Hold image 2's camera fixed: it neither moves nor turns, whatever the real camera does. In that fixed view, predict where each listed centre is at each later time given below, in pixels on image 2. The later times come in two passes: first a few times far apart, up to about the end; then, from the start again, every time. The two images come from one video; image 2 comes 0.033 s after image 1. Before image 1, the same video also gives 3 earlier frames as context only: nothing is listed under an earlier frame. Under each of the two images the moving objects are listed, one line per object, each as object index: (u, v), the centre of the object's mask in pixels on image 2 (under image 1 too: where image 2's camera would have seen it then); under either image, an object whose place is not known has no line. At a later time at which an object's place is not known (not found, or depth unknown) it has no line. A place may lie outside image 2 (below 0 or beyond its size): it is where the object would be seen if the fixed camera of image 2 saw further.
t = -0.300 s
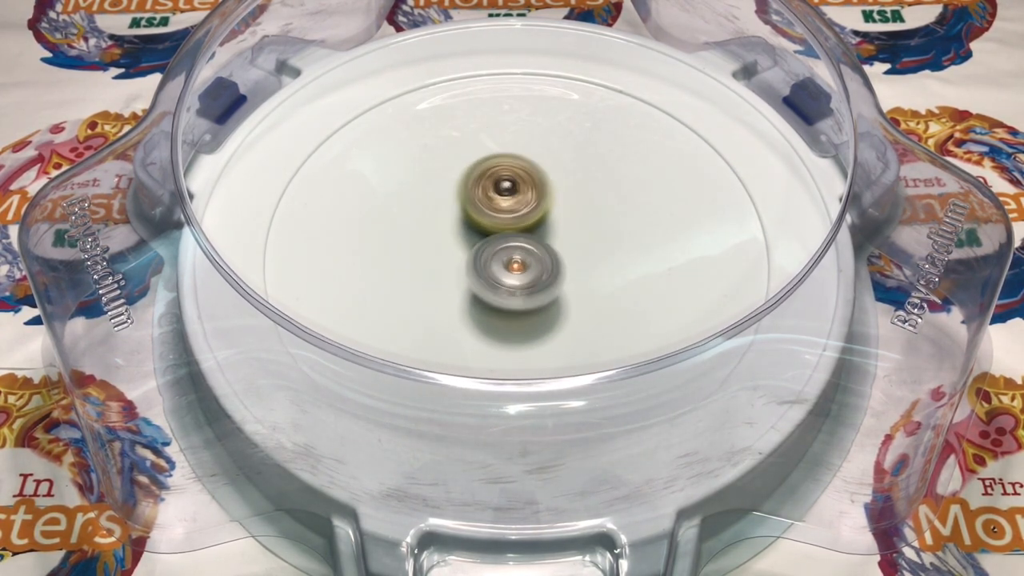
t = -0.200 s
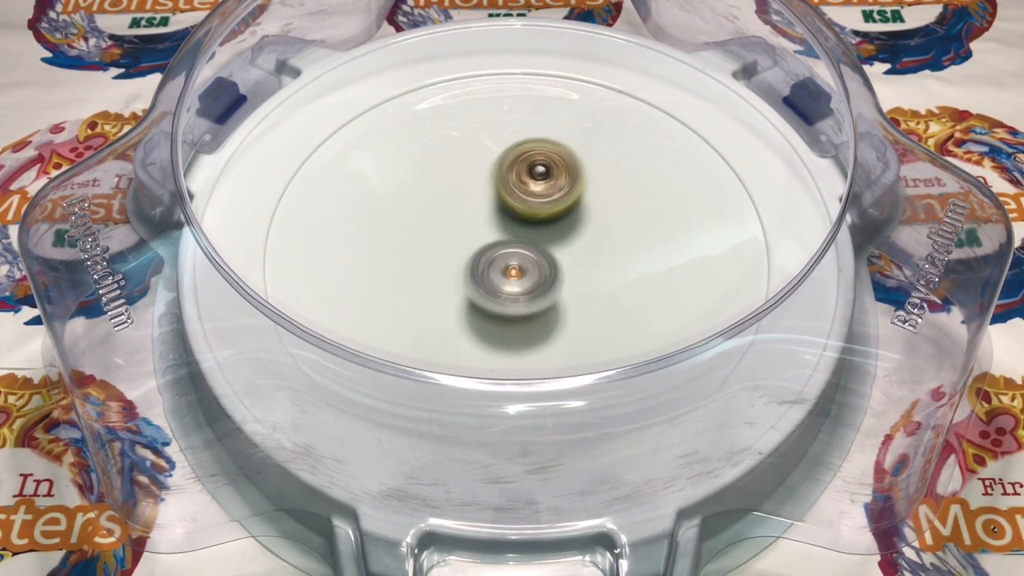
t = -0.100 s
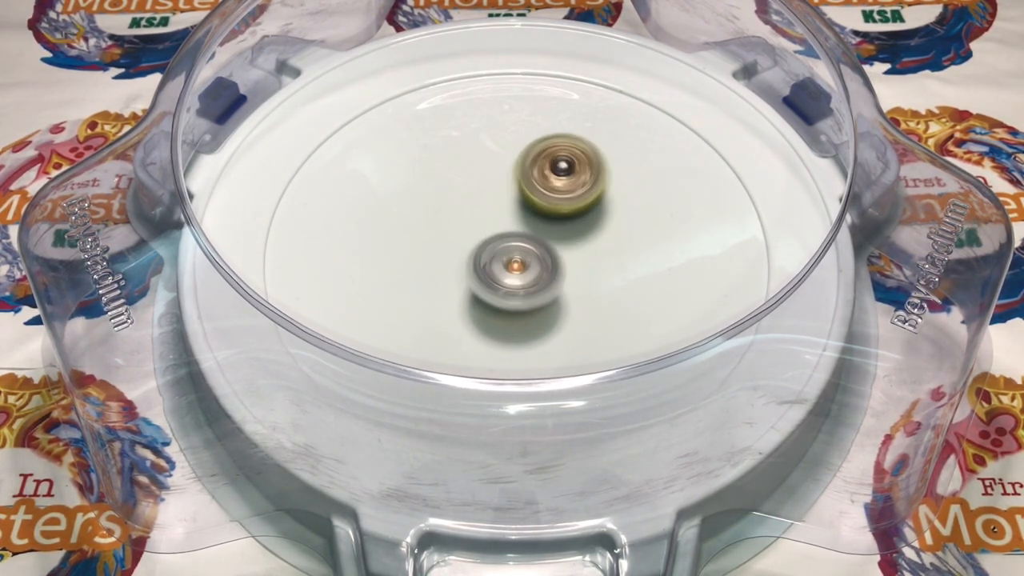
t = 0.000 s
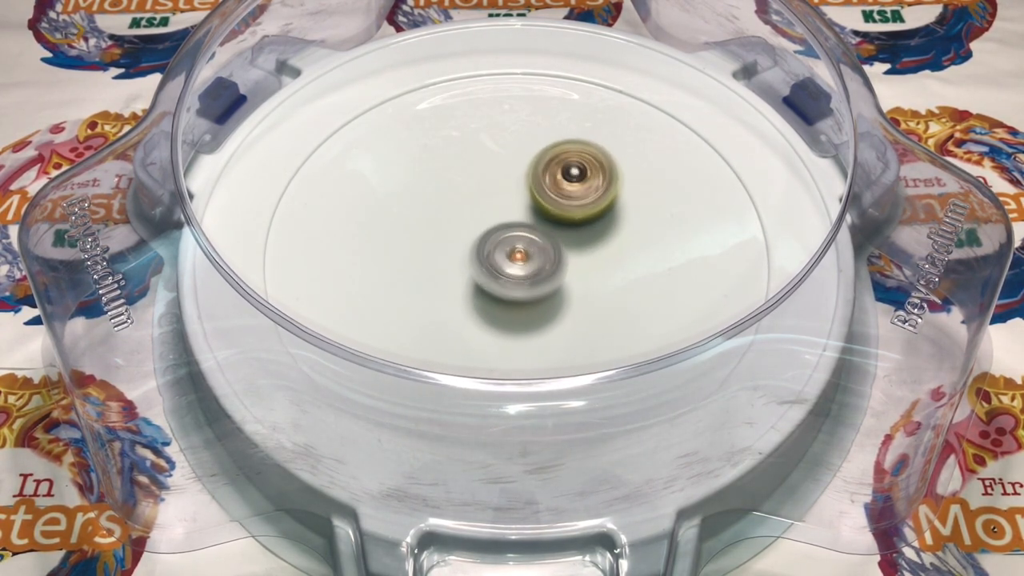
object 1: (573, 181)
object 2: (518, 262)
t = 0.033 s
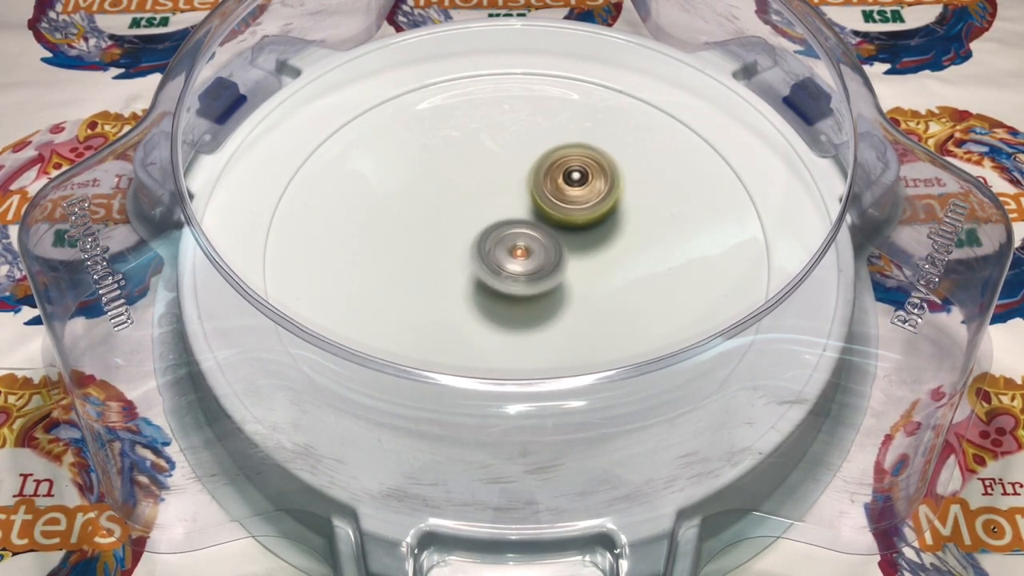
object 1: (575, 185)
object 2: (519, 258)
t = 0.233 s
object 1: (579, 189)
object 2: (499, 254)
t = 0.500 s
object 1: (581, 205)
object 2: (485, 249)
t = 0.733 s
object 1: (581, 240)
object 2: (475, 243)
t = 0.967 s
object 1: (576, 249)
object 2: (475, 234)
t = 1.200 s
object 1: (571, 272)
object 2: (475, 217)
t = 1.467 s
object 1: (554, 287)
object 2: (469, 169)
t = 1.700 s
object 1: (506, 262)
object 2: (484, 166)
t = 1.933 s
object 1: (461, 257)
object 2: (523, 169)
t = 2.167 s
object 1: (456, 234)
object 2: (549, 201)
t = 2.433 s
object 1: (388, 222)
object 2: (628, 243)
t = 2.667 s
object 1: (456, 231)
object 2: (589, 267)
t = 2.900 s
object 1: (525, 164)
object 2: (541, 301)
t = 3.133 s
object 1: (568, 133)
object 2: (491, 278)
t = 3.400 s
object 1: (600, 170)
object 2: (461, 220)
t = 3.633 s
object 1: (603, 233)
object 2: (485, 177)
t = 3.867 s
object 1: (566, 290)
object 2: (528, 174)
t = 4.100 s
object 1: (506, 315)
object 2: (571, 206)
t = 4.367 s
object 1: (448, 290)
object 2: (576, 259)
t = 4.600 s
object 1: (431, 242)
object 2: (534, 287)
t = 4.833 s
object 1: (457, 196)
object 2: (484, 275)
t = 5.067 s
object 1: (511, 163)
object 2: (464, 235)
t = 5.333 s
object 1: (594, 151)
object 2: (458, 211)
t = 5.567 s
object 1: (629, 189)
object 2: (489, 218)
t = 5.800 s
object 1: (610, 256)
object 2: (515, 236)
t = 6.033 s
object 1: (560, 312)
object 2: (506, 244)
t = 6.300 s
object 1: (474, 323)
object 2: (498, 232)
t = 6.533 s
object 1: (421, 272)
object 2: (505, 221)
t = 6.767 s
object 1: (424, 210)
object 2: (523, 222)
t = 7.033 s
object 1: (498, 163)
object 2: (537, 239)
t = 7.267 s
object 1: (579, 165)
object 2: (527, 251)
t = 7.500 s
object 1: (626, 209)
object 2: (510, 246)
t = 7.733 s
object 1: (607, 263)
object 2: (506, 231)
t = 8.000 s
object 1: (521, 314)
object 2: (524, 219)
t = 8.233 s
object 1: (442, 303)
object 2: (540, 225)
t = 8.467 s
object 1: (420, 246)
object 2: (537, 237)
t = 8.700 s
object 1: (457, 186)
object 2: (524, 243)
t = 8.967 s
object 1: (536, 159)
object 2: (516, 235)
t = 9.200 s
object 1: (602, 193)
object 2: (513, 231)
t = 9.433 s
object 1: (623, 253)
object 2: (515, 230)
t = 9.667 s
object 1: (570, 300)
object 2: (520, 232)
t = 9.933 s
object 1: (473, 300)
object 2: (522, 226)
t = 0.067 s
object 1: (575, 190)
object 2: (519, 255)
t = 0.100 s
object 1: (577, 191)
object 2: (513, 256)
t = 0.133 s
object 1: (580, 191)
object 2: (507, 258)
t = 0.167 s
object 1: (580, 190)
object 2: (503, 257)
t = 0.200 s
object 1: (580, 190)
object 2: (500, 256)
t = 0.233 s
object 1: (579, 189)
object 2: (499, 254)
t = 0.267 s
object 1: (580, 188)
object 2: (498, 253)
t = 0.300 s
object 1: (581, 188)
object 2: (499, 251)
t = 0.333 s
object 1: (579, 189)
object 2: (501, 249)
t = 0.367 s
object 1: (577, 192)
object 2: (502, 247)
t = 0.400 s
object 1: (576, 195)
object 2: (499, 247)
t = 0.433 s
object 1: (579, 197)
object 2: (492, 249)
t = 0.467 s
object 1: (581, 200)
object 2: (487, 249)
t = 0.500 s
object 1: (581, 205)
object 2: (485, 249)
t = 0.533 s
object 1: (581, 211)
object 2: (483, 248)
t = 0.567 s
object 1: (579, 217)
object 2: (484, 248)
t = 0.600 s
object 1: (579, 223)
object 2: (482, 247)
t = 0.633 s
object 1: (581, 229)
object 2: (477, 246)
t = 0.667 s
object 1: (582, 234)
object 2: (476, 245)
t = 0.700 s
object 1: (582, 237)
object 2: (475, 244)
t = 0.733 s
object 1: (581, 240)
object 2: (475, 243)
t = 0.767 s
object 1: (580, 240)
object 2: (476, 243)
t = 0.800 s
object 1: (578, 240)
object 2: (476, 242)
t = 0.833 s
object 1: (578, 239)
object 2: (475, 241)
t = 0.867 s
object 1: (579, 239)
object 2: (476, 239)
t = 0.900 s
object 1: (579, 240)
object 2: (476, 237)
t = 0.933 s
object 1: (579, 244)
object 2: (475, 235)
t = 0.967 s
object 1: (576, 249)
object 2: (475, 234)
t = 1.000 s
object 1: (578, 257)
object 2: (471, 230)
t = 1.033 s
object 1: (580, 263)
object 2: (468, 226)
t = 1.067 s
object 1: (581, 268)
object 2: (468, 224)
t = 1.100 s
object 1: (581, 271)
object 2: (469, 222)
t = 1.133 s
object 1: (579, 273)
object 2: (470, 219)
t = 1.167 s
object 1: (576, 273)
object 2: (473, 218)
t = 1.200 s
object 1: (571, 272)
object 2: (475, 217)
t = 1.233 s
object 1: (567, 271)
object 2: (477, 215)
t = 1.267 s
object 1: (560, 269)
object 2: (480, 214)
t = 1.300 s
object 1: (557, 269)
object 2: (481, 208)
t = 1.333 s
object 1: (559, 277)
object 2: (473, 194)
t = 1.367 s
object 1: (560, 282)
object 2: (468, 182)
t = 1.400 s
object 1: (559, 286)
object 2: (466, 175)
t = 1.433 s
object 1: (557, 287)
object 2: (467, 171)
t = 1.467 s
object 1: (554, 287)
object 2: (469, 169)
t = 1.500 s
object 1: (550, 285)
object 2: (469, 167)
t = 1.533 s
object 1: (544, 282)
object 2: (470, 165)
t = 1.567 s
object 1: (537, 279)
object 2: (473, 164)
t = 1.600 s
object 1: (530, 275)
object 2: (474, 164)
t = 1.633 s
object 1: (522, 271)
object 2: (477, 164)
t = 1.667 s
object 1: (513, 266)
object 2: (481, 165)
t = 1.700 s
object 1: (506, 262)
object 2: (484, 166)
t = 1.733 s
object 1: (497, 256)
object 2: (489, 168)
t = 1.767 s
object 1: (489, 251)
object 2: (493, 170)
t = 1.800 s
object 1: (479, 250)
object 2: (498, 168)
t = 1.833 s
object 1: (470, 252)
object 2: (506, 164)
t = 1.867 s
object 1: (465, 255)
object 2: (513, 164)
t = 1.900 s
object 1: (462, 256)
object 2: (519, 166)
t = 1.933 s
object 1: (461, 257)
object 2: (523, 169)
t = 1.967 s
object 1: (459, 256)
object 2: (527, 172)
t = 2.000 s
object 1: (458, 254)
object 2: (531, 176)
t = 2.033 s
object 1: (456, 251)
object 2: (535, 181)
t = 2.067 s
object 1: (455, 248)
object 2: (539, 185)
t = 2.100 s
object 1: (455, 243)
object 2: (543, 190)
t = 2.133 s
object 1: (455, 238)
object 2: (546, 196)
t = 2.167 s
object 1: (456, 234)
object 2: (549, 201)
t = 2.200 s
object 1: (451, 227)
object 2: (557, 207)
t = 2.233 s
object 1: (432, 221)
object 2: (582, 213)
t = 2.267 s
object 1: (416, 216)
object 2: (604, 219)
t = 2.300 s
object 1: (405, 213)
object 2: (619, 225)
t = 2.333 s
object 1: (398, 213)
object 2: (627, 231)
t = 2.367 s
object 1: (393, 215)
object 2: (630, 236)
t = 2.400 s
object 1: (389, 218)
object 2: (630, 240)
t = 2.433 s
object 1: (388, 222)
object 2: (628, 243)
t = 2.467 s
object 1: (389, 228)
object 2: (625, 247)
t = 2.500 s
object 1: (393, 232)
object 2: (621, 250)
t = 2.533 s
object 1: (402, 235)
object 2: (616, 253)
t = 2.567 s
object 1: (413, 236)
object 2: (611, 257)
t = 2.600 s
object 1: (426, 236)
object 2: (605, 260)
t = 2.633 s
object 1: (440, 234)
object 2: (598, 264)
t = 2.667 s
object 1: (456, 231)
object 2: (589, 267)
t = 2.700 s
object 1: (472, 227)
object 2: (579, 270)
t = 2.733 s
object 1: (486, 222)
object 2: (570, 272)
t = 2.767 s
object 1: (498, 211)
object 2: (564, 281)
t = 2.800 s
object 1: (506, 196)
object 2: (561, 291)
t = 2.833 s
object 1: (513, 184)
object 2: (555, 297)
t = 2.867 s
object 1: (519, 173)
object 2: (548, 300)
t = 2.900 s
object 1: (525, 164)
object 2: (541, 301)
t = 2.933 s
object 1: (533, 155)
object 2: (533, 301)
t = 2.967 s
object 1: (540, 148)
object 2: (525, 299)
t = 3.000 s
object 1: (546, 143)
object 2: (518, 297)
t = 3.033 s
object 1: (551, 138)
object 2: (511, 293)
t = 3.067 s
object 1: (557, 135)
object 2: (505, 289)
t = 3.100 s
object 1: (563, 134)
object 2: (498, 284)
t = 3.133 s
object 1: (568, 133)
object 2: (491, 278)
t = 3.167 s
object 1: (573, 135)
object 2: (484, 272)
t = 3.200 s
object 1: (578, 136)
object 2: (478, 265)
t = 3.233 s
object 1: (583, 139)
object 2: (473, 258)
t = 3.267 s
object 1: (588, 144)
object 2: (469, 250)
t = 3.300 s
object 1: (591, 149)
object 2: (465, 243)
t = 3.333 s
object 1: (595, 155)
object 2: (463, 235)
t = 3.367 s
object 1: (597, 162)
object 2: (461, 227)
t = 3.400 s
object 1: (600, 170)
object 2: (461, 220)
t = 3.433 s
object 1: (603, 178)
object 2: (462, 213)
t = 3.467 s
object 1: (604, 187)
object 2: (464, 205)
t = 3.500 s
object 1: (605, 196)
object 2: (467, 199)
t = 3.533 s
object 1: (605, 205)
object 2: (470, 192)
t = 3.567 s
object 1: (605, 214)
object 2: (475, 187)
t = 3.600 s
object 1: (605, 223)
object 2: (479, 181)
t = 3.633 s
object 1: (603, 233)
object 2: (485, 177)
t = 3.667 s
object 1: (599, 242)
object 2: (490, 174)
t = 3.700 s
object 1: (596, 251)
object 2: (496, 172)
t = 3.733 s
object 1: (592, 260)
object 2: (502, 171)
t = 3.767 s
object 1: (587, 268)
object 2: (508, 171)
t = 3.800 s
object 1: (581, 276)
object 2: (515, 171)
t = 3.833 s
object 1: (575, 283)
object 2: (521, 173)
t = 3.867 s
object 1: (566, 290)
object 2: (528, 174)
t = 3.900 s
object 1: (558, 295)
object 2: (534, 177)
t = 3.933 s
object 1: (550, 300)
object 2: (541, 180)
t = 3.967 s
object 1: (542, 305)
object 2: (547, 184)
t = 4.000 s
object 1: (533, 309)
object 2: (554, 189)
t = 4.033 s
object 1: (524, 312)
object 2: (560, 194)
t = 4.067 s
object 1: (514, 314)
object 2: (566, 200)
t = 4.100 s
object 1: (506, 315)
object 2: (571, 206)
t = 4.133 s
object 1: (497, 315)
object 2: (575, 212)
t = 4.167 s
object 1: (489, 314)
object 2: (578, 218)
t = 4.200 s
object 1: (482, 312)
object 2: (580, 225)
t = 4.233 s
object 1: (474, 310)
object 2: (582, 232)
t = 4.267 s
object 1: (467, 306)
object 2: (582, 239)
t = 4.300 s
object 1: (460, 301)
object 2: (581, 246)
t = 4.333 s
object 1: (454, 296)
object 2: (579, 253)
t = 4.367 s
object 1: (448, 290)
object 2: (576, 259)
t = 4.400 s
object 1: (444, 283)
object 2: (572, 266)
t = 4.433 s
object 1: (440, 277)
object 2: (568, 271)
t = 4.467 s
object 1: (437, 271)
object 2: (562, 276)
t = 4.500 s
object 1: (435, 264)
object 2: (555, 281)
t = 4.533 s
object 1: (432, 257)
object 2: (548, 284)
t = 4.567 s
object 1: (431, 249)
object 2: (541, 286)
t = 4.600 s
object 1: (431, 242)
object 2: (534, 287)
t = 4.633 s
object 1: (432, 235)
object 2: (526, 287)
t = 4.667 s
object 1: (434, 228)
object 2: (519, 286)
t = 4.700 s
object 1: (437, 221)
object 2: (511, 285)
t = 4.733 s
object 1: (441, 214)
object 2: (503, 283)
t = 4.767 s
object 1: (446, 208)
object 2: (496, 281)
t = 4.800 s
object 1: (451, 202)
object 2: (490, 278)
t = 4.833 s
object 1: (457, 196)
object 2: (484, 275)
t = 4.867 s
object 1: (463, 190)
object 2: (478, 270)
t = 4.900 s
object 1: (470, 184)
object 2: (473, 264)
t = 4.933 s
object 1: (478, 179)
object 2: (469, 259)
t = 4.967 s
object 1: (486, 174)
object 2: (466, 253)
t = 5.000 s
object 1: (495, 169)
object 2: (464, 247)
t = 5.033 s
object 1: (503, 166)
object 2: (464, 241)
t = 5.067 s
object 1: (511, 163)
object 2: (464, 235)
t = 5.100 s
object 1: (519, 161)
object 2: (465, 230)
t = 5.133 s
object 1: (526, 159)
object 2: (467, 224)
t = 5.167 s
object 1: (534, 159)
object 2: (470, 219)
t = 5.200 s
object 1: (542, 159)
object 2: (473, 214)
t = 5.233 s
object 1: (554, 157)
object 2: (471, 211)
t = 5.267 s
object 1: (570, 154)
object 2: (463, 212)
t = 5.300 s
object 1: (583, 152)
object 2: (459, 212)
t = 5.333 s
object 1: (594, 151)
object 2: (458, 211)
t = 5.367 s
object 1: (602, 153)
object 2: (461, 211)
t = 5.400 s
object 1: (610, 156)
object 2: (464, 211)
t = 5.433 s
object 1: (616, 160)
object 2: (468, 212)
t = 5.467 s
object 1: (621, 166)
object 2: (473, 213)
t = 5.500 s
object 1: (624, 173)
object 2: (478, 215)
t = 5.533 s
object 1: (627, 180)
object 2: (484, 216)
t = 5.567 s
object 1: (629, 189)
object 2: (489, 218)
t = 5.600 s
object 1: (629, 198)
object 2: (493, 220)
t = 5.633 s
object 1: (628, 207)
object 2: (498, 222)
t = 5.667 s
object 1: (626, 217)
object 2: (502, 225)
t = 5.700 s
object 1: (623, 227)
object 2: (507, 228)
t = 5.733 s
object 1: (619, 236)
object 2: (511, 232)
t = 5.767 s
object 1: (614, 246)
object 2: (514, 235)
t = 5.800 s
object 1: (610, 256)
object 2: (515, 236)
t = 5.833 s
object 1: (609, 267)
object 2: (512, 236)
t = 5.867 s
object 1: (604, 277)
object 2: (510, 237)
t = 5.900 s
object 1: (598, 286)
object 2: (510, 239)
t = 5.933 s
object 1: (590, 294)
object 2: (509, 241)
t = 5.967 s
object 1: (581, 301)
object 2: (509, 242)
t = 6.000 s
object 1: (571, 307)
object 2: (508, 243)
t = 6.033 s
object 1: (560, 312)
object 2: (506, 244)
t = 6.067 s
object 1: (550, 317)
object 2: (504, 245)
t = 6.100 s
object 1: (539, 320)
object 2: (503, 246)
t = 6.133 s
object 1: (527, 321)
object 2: (502, 245)
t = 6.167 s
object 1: (516, 326)
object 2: (500, 240)
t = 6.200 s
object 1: (506, 328)
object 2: (500, 236)
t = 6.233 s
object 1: (496, 329)
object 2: (499, 234)
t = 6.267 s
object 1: (485, 327)
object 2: (498, 233)
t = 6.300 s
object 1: (474, 323)
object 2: (498, 232)
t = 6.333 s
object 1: (464, 318)
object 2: (498, 229)
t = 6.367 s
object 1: (454, 312)
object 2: (498, 228)
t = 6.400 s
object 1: (445, 305)
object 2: (498, 226)
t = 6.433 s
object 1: (438, 298)
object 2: (499, 225)
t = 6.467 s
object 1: (432, 289)
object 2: (501, 224)
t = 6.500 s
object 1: (426, 281)
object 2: (502, 222)
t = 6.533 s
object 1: (421, 272)
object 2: (505, 221)
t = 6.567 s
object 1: (418, 263)
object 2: (506, 221)
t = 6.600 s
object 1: (415, 254)
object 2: (509, 221)
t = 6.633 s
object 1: (414, 245)
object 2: (512, 220)
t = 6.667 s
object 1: (415, 236)
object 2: (514, 220)
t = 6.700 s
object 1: (416, 227)
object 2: (517, 220)
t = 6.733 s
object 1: (419, 218)
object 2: (520, 221)
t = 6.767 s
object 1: (424, 210)
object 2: (523, 222)
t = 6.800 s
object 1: (429, 202)
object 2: (526, 224)
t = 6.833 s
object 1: (436, 195)
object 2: (528, 225)
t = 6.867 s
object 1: (444, 188)
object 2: (530, 227)
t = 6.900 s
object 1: (454, 182)
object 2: (532, 230)
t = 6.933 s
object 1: (464, 176)
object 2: (534, 232)
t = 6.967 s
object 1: (475, 171)
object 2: (536, 234)
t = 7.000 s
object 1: (486, 167)
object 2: (537, 236)
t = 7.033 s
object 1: (498, 163)
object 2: (537, 239)
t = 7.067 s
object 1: (510, 161)
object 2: (537, 241)
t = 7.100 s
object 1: (523, 159)
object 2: (536, 244)
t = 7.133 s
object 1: (535, 158)
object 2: (535, 245)
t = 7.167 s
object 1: (547, 158)
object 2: (533, 247)
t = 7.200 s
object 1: (558, 160)
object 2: (531, 249)
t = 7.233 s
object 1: (569, 162)
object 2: (530, 250)
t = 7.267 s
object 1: (579, 165)
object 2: (527, 251)
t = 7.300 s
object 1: (588, 170)
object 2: (525, 251)
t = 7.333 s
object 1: (596, 176)
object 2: (522, 251)
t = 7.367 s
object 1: (603, 182)
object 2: (519, 251)
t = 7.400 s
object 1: (610, 188)
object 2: (517, 250)
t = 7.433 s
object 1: (617, 195)
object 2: (515, 249)
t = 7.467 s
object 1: (622, 202)
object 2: (512, 248)
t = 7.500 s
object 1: (626, 209)
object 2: (510, 246)
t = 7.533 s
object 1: (628, 216)
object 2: (508, 245)
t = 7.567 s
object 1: (629, 223)
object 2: (507, 243)
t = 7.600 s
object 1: (629, 231)
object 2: (505, 240)
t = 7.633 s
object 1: (627, 239)
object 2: (505, 238)
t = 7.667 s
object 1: (622, 247)
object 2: (505, 236)
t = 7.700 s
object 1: (616, 255)
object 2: (506, 234)
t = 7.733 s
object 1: (607, 263)
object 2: (506, 231)
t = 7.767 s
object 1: (598, 271)
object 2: (508, 230)
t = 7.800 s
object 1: (588, 279)
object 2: (509, 228)
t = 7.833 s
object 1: (577, 286)
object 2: (512, 226)
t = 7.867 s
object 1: (566, 294)
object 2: (514, 223)
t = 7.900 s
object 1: (555, 300)
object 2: (516, 221)
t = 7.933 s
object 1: (543, 306)
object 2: (517, 220)
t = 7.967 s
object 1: (532, 311)
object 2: (521, 220)
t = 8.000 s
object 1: (521, 314)
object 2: (524, 219)
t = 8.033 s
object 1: (508, 316)
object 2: (527, 218)
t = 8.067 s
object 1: (495, 317)
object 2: (529, 218)
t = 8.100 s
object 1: (482, 316)
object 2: (532, 220)
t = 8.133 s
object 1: (471, 314)
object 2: (535, 221)
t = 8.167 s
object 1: (460, 312)
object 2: (536, 221)
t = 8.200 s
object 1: (450, 307)
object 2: (537, 223)
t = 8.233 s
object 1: (442, 303)
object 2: (540, 225)
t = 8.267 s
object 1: (435, 297)
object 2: (541, 227)
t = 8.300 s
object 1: (428, 289)
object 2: (541, 228)
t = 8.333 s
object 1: (423, 281)
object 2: (541, 230)
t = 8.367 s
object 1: (420, 273)
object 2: (541, 232)
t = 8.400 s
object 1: (419, 265)
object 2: (540, 234)
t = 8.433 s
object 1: (418, 255)
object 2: (539, 235)
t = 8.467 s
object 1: (420, 246)
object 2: (537, 237)
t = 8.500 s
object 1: (423, 237)
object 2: (536, 239)
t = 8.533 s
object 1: (426, 228)
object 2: (534, 240)
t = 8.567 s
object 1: (431, 219)
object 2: (531, 241)
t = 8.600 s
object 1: (436, 210)
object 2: (528, 241)
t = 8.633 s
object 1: (442, 201)
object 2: (527, 243)
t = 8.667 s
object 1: (448, 193)
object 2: (526, 243)
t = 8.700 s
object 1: (457, 186)
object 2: (524, 243)
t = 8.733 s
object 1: (465, 178)
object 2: (522, 244)
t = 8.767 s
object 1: (474, 172)
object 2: (521, 243)
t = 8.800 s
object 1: (483, 168)
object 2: (519, 242)
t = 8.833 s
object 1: (493, 163)
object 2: (518, 241)
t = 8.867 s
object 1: (503, 161)
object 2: (517, 240)
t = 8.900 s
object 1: (514, 160)
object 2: (516, 239)
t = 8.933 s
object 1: (525, 158)
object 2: (516, 237)
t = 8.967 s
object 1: (536, 159)
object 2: (516, 235)
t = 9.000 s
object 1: (545, 160)
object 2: (516, 235)
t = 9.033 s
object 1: (555, 163)
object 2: (516, 234)
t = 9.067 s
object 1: (565, 167)
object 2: (515, 232)
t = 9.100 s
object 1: (576, 172)
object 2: (515, 232)
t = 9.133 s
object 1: (585, 179)
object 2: (515, 232)
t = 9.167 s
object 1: (594, 186)
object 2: (514, 231)
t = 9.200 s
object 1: (602, 193)
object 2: (513, 231)
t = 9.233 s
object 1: (607, 200)
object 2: (513, 232)
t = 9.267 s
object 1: (613, 209)
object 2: (513, 231)
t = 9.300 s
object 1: (619, 217)
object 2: (513, 230)
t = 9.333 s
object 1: (622, 226)
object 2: (513, 231)
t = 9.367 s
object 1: (625, 235)
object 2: (514, 231)
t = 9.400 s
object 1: (625, 244)
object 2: (515, 230)
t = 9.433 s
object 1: (623, 253)
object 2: (515, 230)
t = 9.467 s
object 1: (620, 261)
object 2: (517, 231)
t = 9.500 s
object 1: (615, 270)
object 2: (518, 231)
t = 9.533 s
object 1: (609, 278)
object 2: (518, 230)
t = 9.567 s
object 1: (601, 286)
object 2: (518, 231)
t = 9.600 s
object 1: (592, 291)
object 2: (519, 232)
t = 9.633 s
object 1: (581, 296)
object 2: (520, 231)
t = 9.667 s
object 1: (570, 300)
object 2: (520, 232)
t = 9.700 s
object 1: (558, 304)
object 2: (521, 231)
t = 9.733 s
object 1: (548, 309)
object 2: (521, 227)
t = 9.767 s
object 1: (535, 312)
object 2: (520, 227)
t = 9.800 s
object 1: (523, 312)
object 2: (522, 227)
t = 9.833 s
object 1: (510, 312)
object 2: (522, 226)
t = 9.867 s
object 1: (498, 310)
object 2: (521, 226)
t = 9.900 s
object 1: (486, 306)
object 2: (521, 227)
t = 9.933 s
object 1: (473, 300)
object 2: (522, 226)
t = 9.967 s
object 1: (462, 294)
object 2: (521, 225)
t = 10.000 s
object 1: (451, 287)
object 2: (521, 226)
